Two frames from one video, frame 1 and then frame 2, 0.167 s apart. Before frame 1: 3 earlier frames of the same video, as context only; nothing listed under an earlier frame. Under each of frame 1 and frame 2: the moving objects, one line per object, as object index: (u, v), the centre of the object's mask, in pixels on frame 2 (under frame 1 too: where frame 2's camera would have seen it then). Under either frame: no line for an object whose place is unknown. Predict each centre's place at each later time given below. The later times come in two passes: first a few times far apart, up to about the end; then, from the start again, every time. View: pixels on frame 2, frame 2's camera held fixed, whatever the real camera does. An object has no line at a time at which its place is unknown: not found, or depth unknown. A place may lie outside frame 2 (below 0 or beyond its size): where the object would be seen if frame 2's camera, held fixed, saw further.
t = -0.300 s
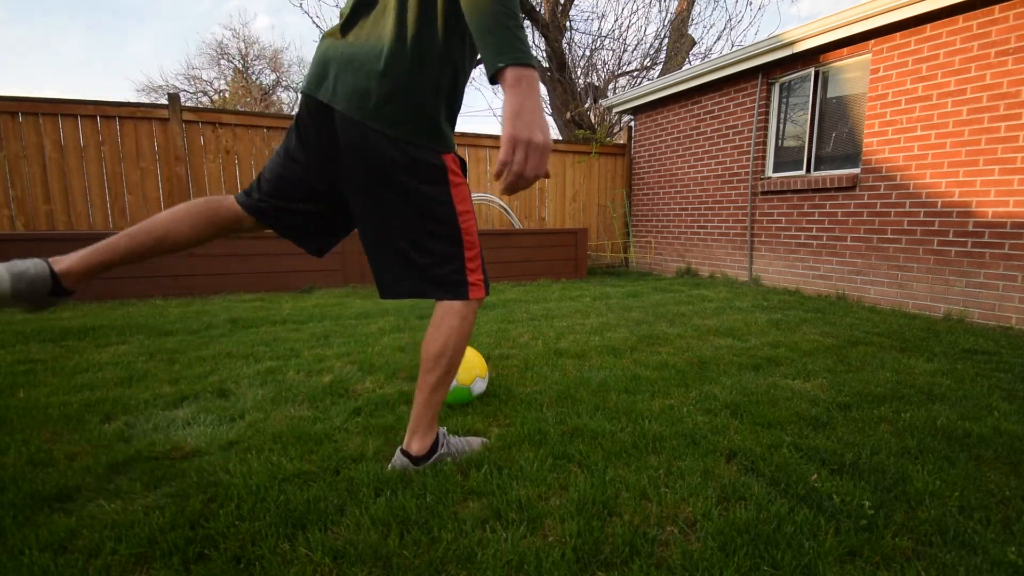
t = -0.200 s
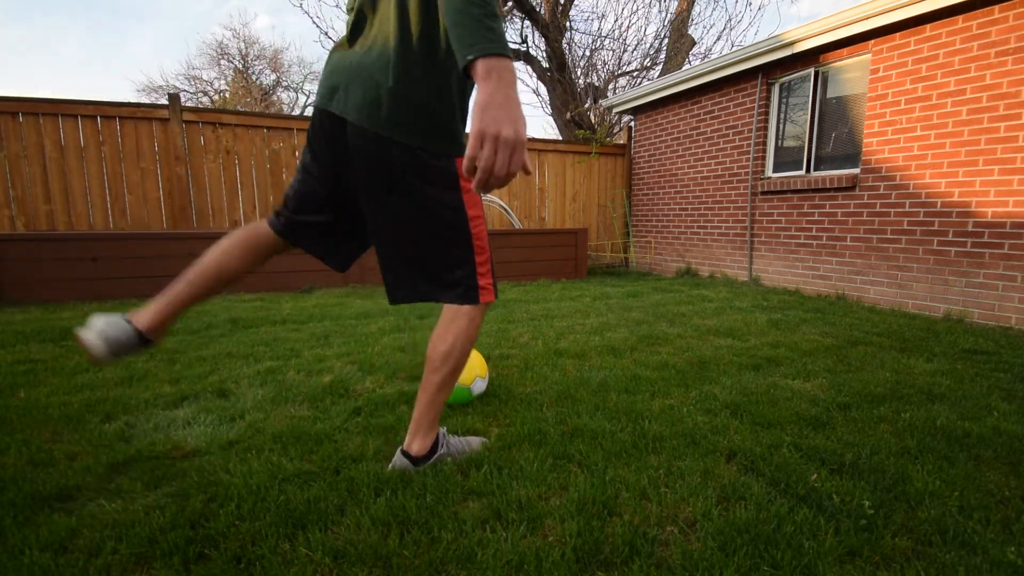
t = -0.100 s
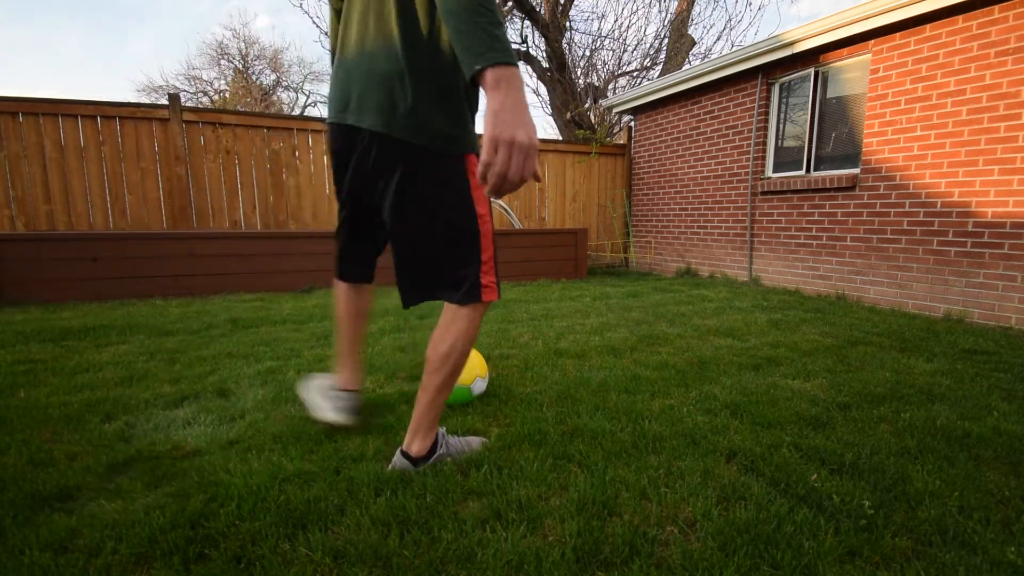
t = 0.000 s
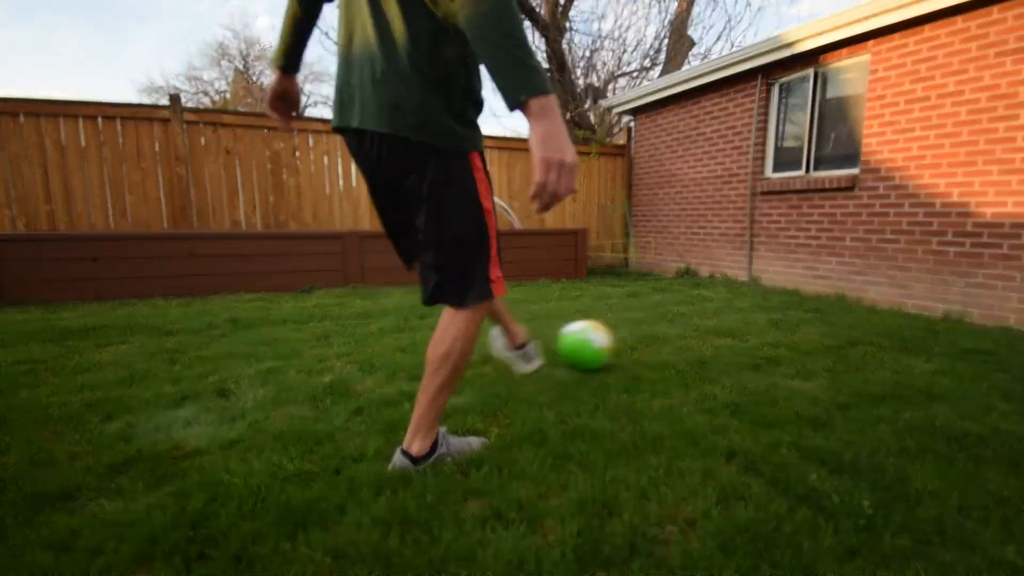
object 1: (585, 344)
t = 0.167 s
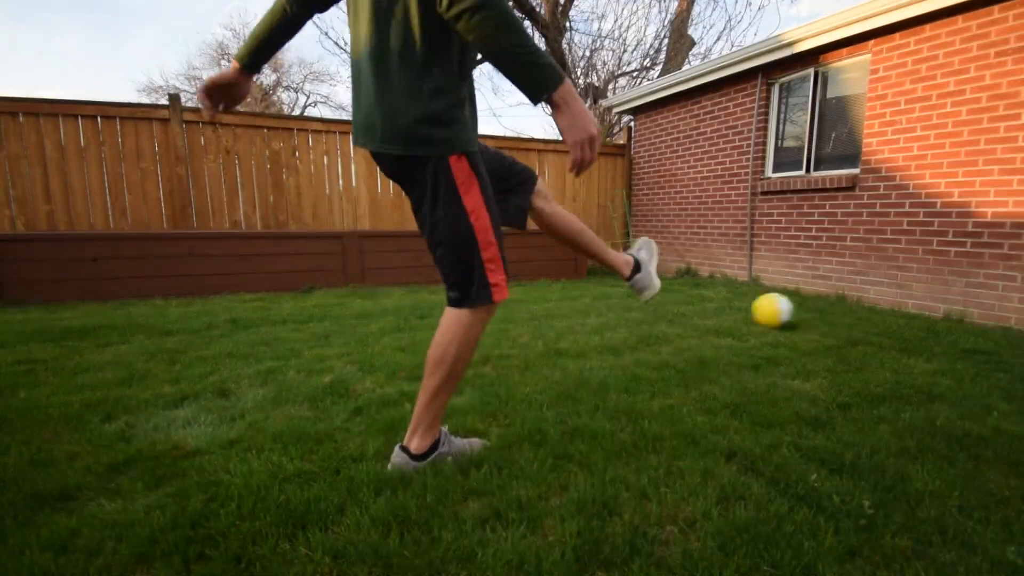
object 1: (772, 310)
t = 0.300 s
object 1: (848, 295)
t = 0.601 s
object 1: (815, 277)
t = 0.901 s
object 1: (714, 295)
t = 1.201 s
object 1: (663, 303)
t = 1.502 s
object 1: (623, 307)
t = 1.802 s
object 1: (598, 307)
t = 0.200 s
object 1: (797, 308)
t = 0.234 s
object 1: (818, 306)
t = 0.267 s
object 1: (834, 302)
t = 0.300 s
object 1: (848, 295)
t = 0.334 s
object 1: (861, 290)
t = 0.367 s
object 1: (873, 287)
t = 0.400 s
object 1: (884, 286)
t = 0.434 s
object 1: (880, 282)
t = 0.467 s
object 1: (868, 278)
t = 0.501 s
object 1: (855, 276)
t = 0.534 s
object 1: (843, 275)
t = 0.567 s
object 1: (829, 275)
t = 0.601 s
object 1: (815, 277)
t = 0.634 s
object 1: (800, 280)
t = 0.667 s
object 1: (785, 285)
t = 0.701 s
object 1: (768, 291)
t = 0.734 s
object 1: (752, 299)
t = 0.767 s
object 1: (738, 304)
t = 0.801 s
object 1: (730, 302)
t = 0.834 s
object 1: (725, 299)
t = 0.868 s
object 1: (720, 297)
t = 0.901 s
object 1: (714, 295)
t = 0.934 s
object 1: (709, 296)
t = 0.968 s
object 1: (704, 299)
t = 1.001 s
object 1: (697, 302)
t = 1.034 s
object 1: (691, 305)
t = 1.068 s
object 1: (684, 307)
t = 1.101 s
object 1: (679, 305)
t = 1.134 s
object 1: (674, 303)
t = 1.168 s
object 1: (669, 302)
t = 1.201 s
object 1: (663, 303)
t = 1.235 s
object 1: (658, 304)
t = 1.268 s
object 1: (653, 306)
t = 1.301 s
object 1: (648, 307)
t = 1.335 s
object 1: (643, 307)
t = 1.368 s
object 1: (639, 306)
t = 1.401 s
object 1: (635, 306)
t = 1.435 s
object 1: (631, 306)
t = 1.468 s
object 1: (627, 307)
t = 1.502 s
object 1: (623, 307)
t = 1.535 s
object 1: (619, 308)
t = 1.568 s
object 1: (616, 309)
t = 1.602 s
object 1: (613, 308)
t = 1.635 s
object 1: (610, 308)
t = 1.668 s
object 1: (607, 308)
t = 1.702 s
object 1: (604, 307)
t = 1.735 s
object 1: (602, 307)
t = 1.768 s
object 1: (600, 307)
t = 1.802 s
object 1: (598, 307)
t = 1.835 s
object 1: (597, 307)
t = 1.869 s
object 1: (595, 307)
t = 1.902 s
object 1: (594, 307)
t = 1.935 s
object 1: (594, 307)
